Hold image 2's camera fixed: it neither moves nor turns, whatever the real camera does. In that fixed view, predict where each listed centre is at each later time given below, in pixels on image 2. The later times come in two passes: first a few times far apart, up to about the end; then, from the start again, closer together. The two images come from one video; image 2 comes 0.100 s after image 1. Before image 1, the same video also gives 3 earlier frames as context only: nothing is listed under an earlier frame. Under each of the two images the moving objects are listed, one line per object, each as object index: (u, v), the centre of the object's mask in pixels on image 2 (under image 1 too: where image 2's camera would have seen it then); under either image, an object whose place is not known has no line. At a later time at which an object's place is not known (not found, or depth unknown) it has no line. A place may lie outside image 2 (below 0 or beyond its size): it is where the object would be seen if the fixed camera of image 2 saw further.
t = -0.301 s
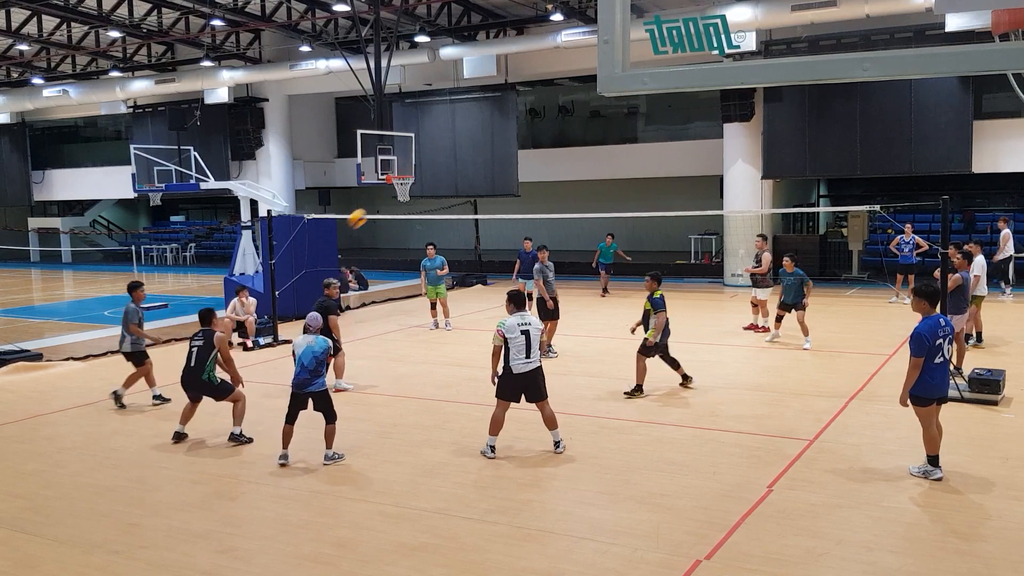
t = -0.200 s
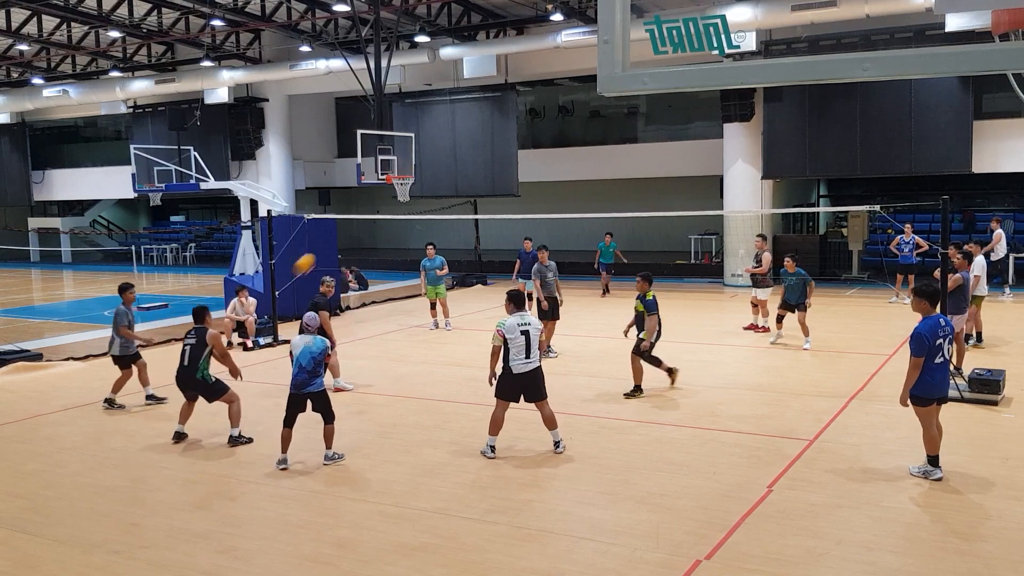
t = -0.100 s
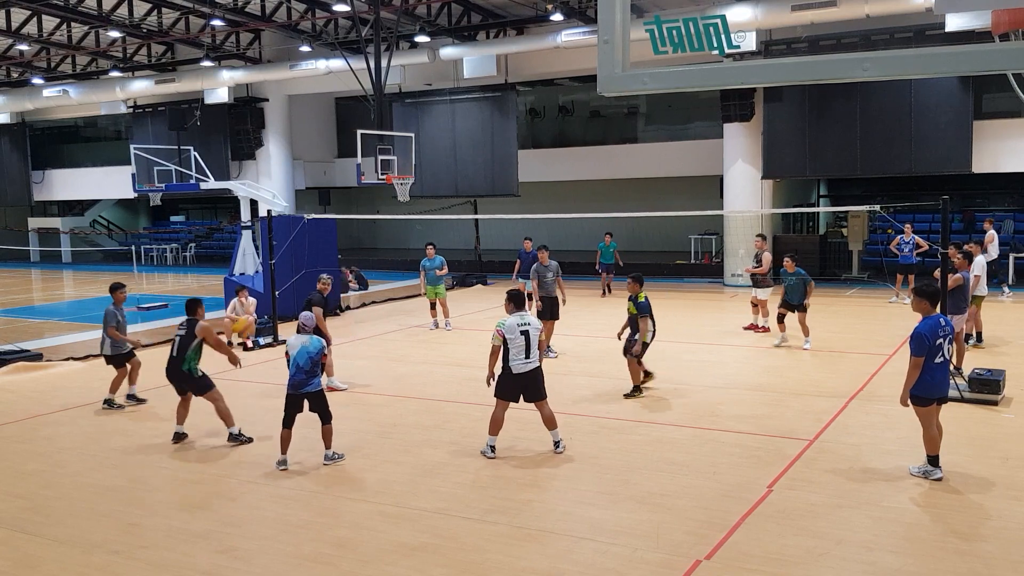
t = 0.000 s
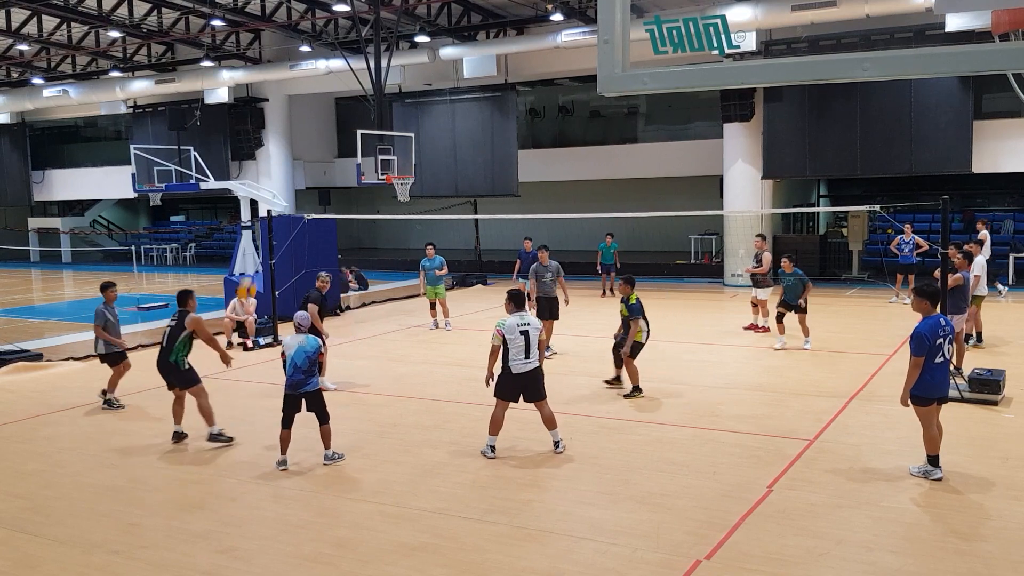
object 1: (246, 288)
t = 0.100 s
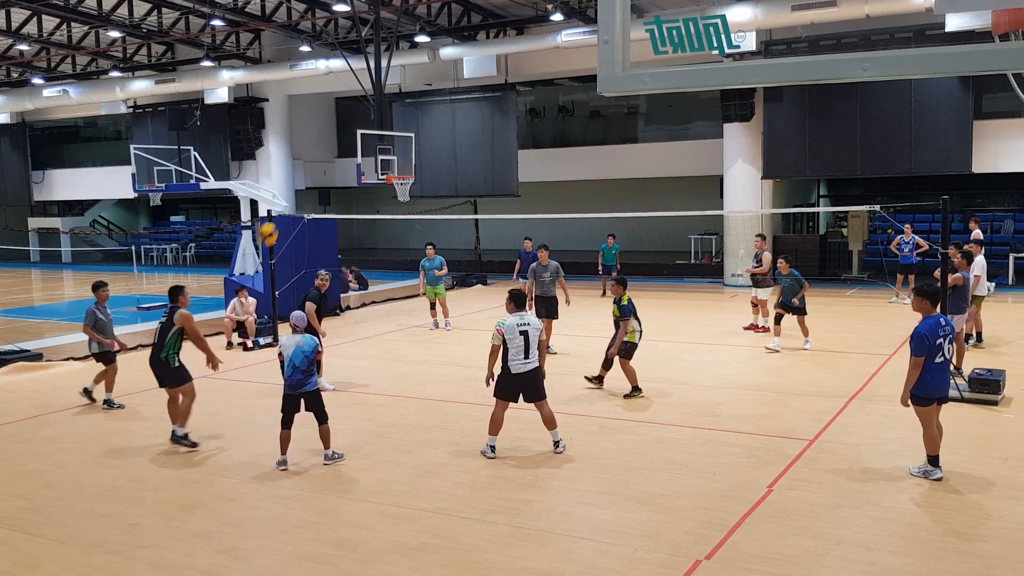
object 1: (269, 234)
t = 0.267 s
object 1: (302, 163)
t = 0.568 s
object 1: (360, 100)
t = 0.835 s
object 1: (410, 108)
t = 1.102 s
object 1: (459, 169)
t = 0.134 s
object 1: (274, 220)
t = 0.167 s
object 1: (281, 202)
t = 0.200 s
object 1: (289, 188)
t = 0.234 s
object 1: (295, 174)
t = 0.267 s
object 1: (302, 163)
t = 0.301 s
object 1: (308, 152)
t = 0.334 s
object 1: (315, 142)
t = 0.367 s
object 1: (321, 133)
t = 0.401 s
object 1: (328, 125)
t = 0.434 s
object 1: (334, 118)
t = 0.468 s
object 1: (340, 112)
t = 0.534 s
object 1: (353, 104)
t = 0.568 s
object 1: (360, 100)
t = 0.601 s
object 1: (366, 98)
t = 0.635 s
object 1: (372, 97)
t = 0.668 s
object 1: (378, 97)
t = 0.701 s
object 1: (385, 97)
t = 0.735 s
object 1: (391, 99)
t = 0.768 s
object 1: (398, 101)
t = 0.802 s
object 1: (403, 104)
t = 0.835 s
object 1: (410, 108)
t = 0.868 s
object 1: (416, 113)
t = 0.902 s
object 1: (422, 118)
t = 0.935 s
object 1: (428, 125)
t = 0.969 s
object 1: (435, 132)
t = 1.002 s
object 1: (441, 140)
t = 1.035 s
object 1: (447, 149)
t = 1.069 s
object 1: (453, 159)
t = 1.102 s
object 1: (459, 169)
